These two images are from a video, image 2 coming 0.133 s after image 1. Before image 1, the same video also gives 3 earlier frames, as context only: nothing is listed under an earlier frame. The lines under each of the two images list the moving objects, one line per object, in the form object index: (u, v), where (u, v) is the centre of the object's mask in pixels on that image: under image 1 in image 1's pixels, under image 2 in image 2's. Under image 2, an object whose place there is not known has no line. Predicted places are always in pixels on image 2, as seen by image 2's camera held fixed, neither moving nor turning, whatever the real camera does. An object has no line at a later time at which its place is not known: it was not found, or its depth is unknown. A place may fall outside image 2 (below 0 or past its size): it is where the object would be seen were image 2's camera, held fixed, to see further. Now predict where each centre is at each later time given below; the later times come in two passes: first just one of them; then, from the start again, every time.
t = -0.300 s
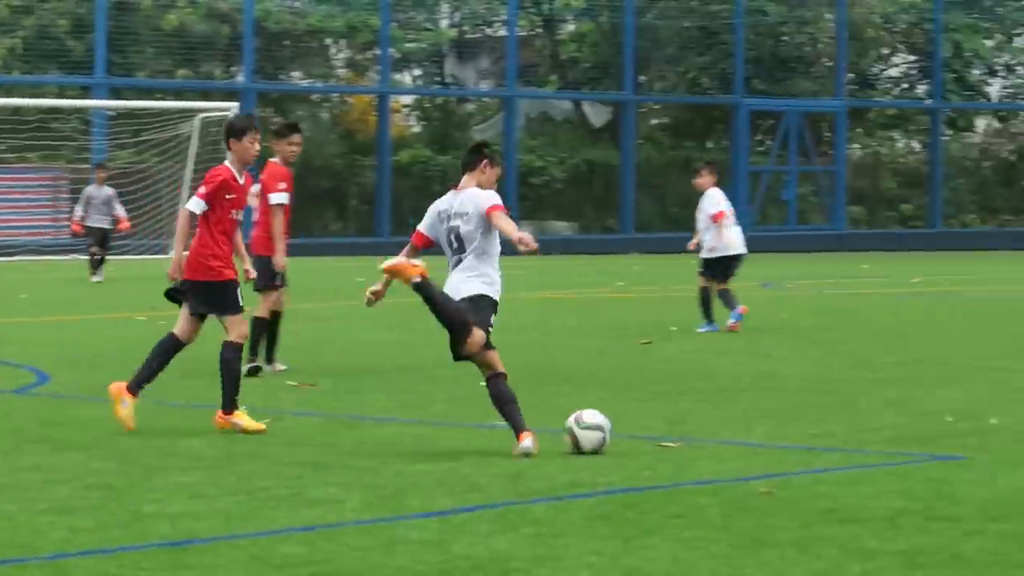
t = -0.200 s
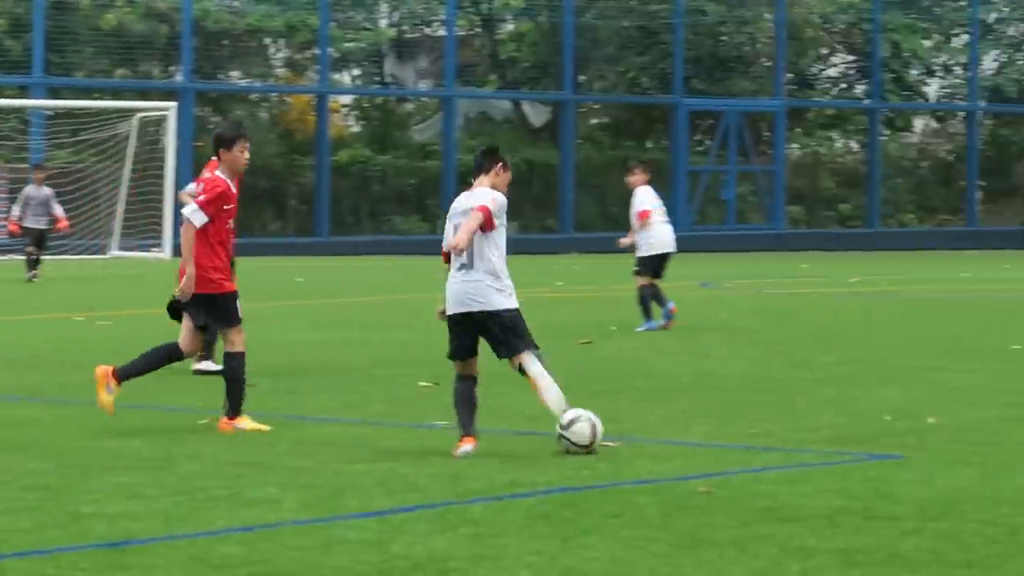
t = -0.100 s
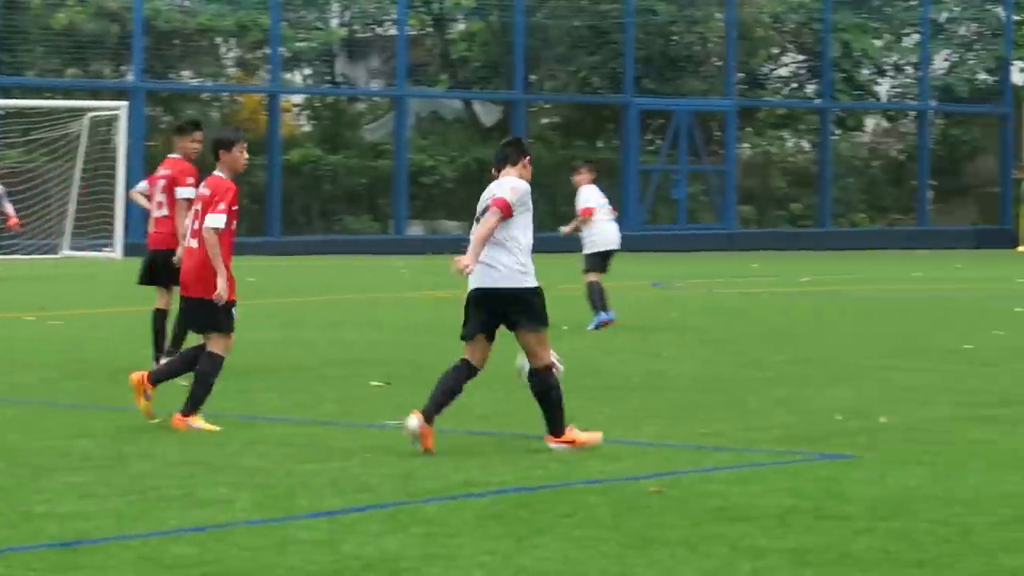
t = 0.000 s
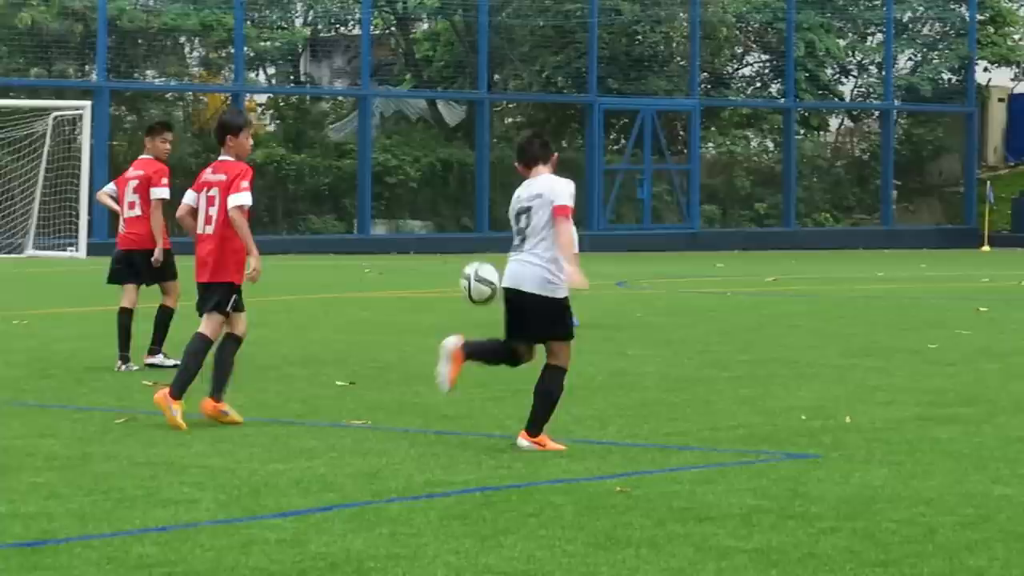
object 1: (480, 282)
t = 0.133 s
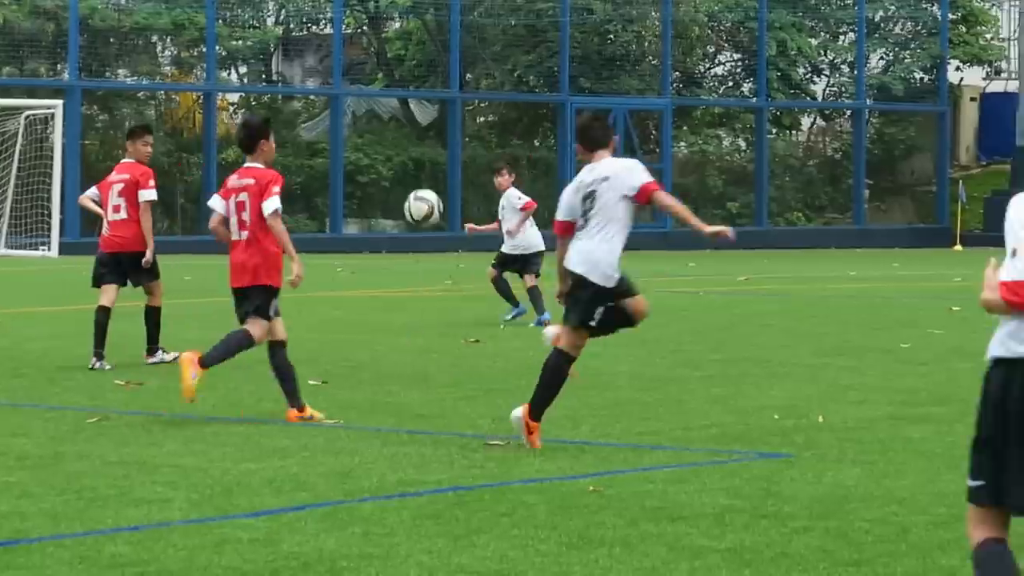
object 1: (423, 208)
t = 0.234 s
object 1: (402, 176)
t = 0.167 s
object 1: (414, 195)
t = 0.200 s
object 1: (408, 185)
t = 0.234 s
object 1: (402, 176)
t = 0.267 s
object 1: (395, 169)
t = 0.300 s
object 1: (392, 165)
